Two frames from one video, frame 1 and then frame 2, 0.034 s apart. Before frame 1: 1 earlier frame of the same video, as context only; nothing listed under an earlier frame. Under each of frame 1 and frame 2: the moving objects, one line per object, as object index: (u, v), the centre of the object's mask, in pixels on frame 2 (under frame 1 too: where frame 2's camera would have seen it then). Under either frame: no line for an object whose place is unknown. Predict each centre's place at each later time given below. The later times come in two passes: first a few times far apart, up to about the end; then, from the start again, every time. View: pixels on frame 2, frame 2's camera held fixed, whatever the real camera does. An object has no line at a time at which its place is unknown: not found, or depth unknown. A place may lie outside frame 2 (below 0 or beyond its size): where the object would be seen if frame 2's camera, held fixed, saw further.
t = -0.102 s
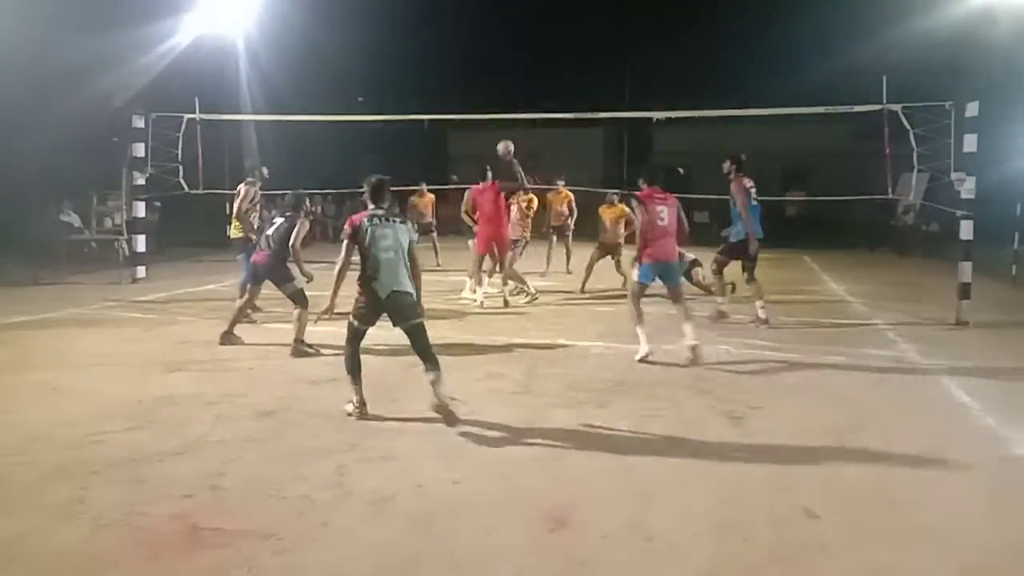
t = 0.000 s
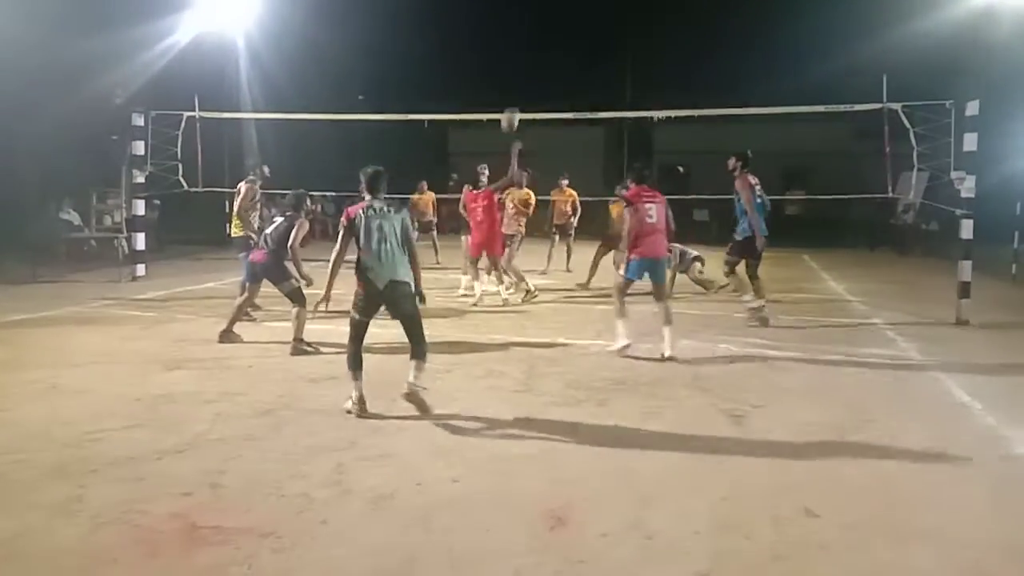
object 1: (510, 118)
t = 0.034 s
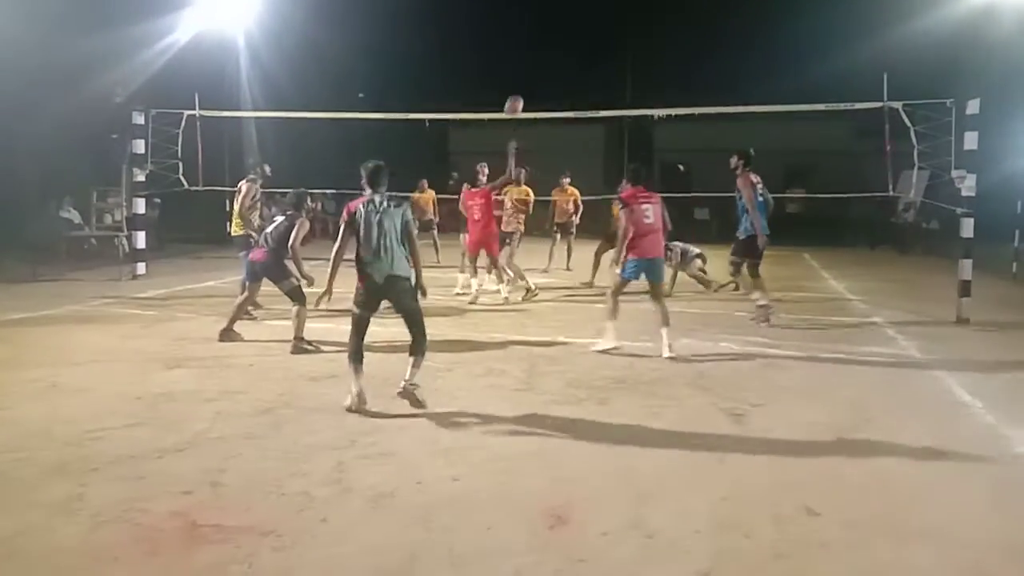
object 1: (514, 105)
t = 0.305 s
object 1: (539, 48)
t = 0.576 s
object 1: (565, 50)
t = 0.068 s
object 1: (517, 96)
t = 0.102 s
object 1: (520, 87)
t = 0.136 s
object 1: (523, 79)
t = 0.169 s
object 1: (526, 71)
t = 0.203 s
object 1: (530, 64)
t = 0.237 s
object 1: (533, 57)
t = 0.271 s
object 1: (536, 52)
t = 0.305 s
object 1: (539, 48)
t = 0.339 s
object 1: (542, 45)
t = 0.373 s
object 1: (545, 43)
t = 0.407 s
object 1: (548, 42)
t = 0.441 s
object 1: (552, 41)
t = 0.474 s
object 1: (555, 42)
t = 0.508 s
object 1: (559, 43)
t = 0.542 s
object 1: (562, 46)
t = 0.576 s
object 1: (565, 50)
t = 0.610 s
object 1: (568, 54)
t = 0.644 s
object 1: (571, 60)
